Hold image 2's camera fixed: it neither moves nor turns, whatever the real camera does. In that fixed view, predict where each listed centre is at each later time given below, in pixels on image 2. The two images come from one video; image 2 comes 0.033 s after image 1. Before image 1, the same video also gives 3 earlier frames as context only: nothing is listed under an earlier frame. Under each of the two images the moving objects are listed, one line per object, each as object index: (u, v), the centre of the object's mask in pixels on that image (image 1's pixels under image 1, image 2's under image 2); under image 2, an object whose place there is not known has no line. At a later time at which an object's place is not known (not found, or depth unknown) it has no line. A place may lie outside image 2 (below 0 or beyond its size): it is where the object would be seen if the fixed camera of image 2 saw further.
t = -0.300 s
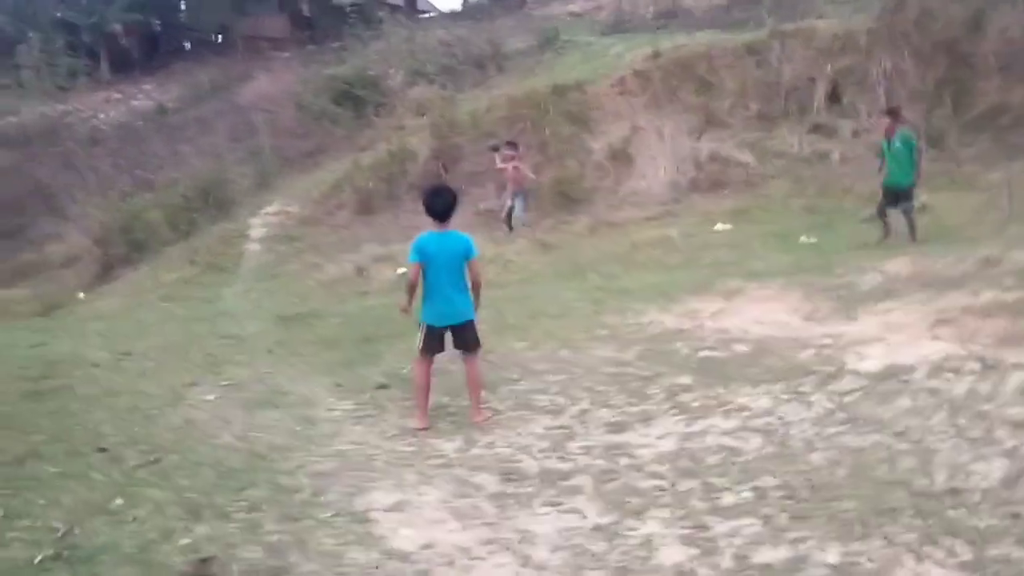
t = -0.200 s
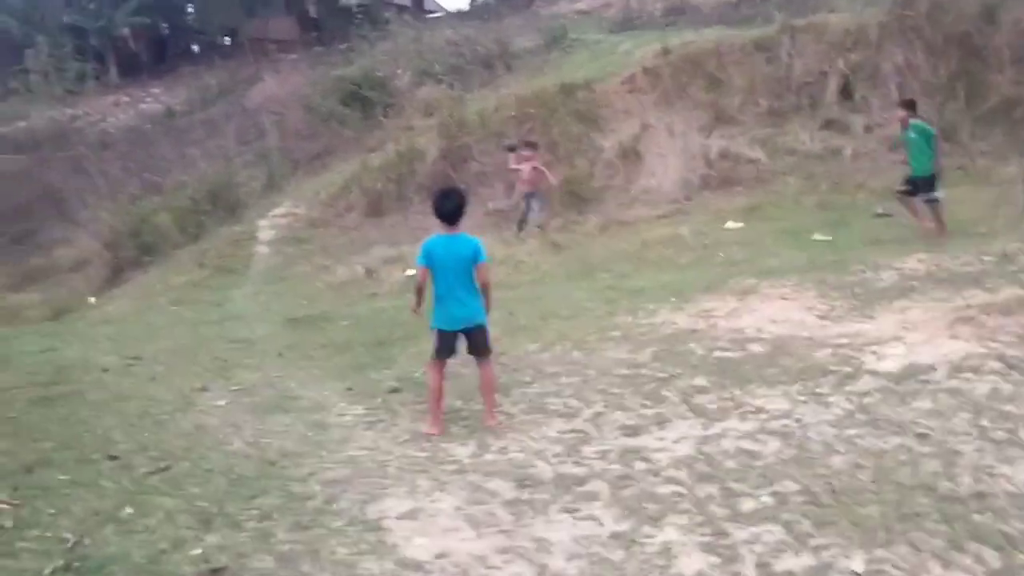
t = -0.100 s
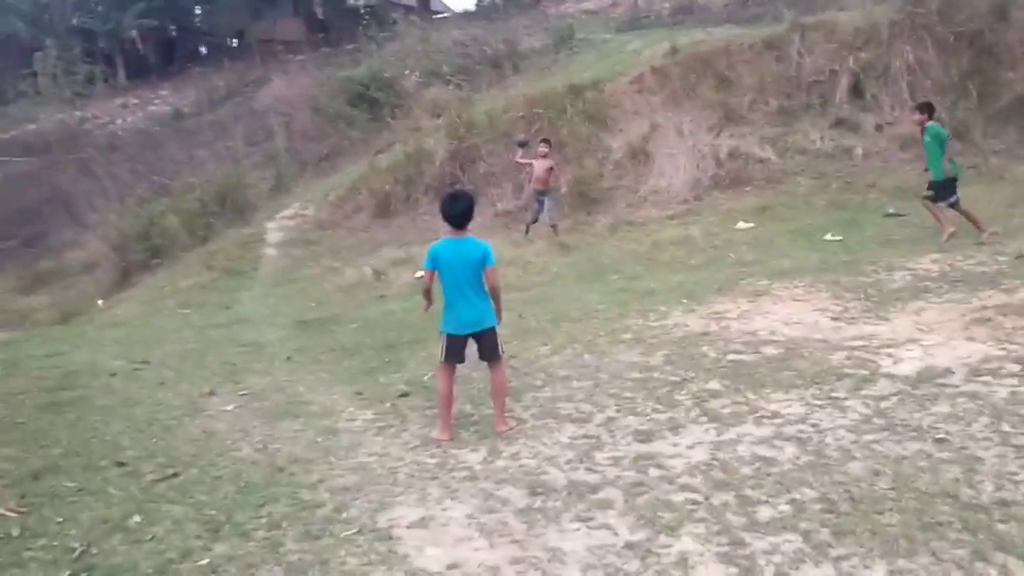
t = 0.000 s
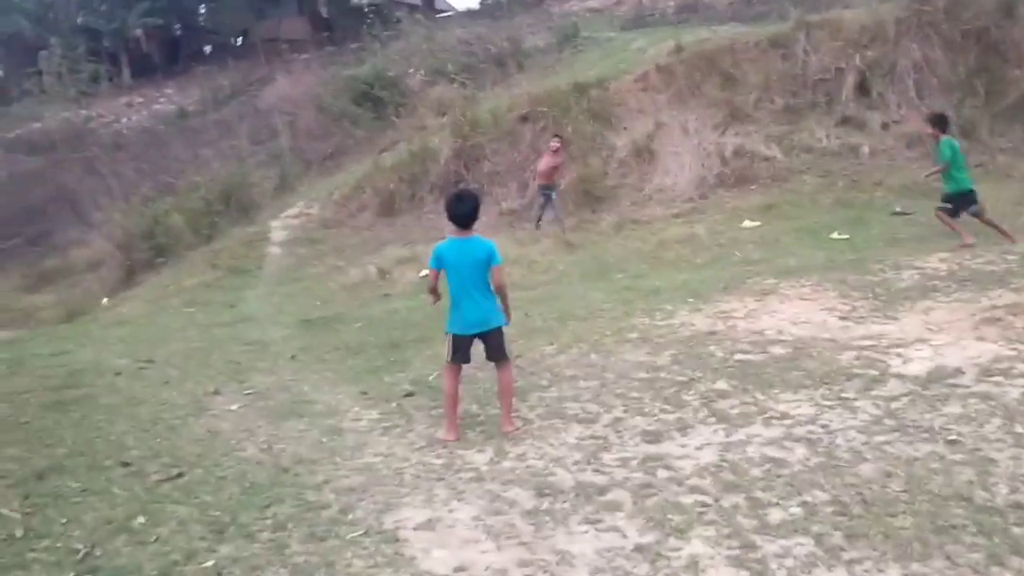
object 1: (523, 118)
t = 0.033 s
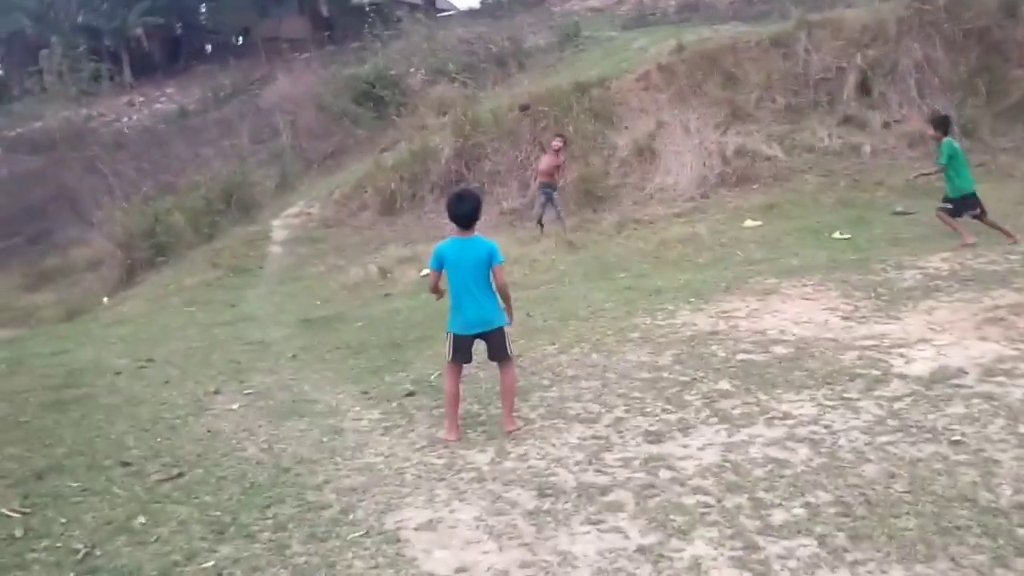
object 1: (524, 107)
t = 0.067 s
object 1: (524, 98)
